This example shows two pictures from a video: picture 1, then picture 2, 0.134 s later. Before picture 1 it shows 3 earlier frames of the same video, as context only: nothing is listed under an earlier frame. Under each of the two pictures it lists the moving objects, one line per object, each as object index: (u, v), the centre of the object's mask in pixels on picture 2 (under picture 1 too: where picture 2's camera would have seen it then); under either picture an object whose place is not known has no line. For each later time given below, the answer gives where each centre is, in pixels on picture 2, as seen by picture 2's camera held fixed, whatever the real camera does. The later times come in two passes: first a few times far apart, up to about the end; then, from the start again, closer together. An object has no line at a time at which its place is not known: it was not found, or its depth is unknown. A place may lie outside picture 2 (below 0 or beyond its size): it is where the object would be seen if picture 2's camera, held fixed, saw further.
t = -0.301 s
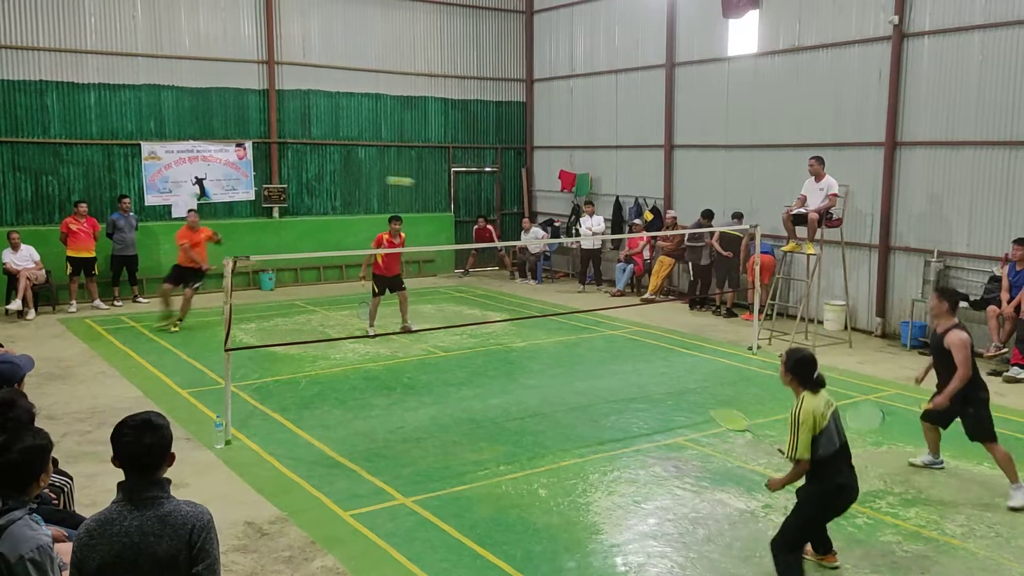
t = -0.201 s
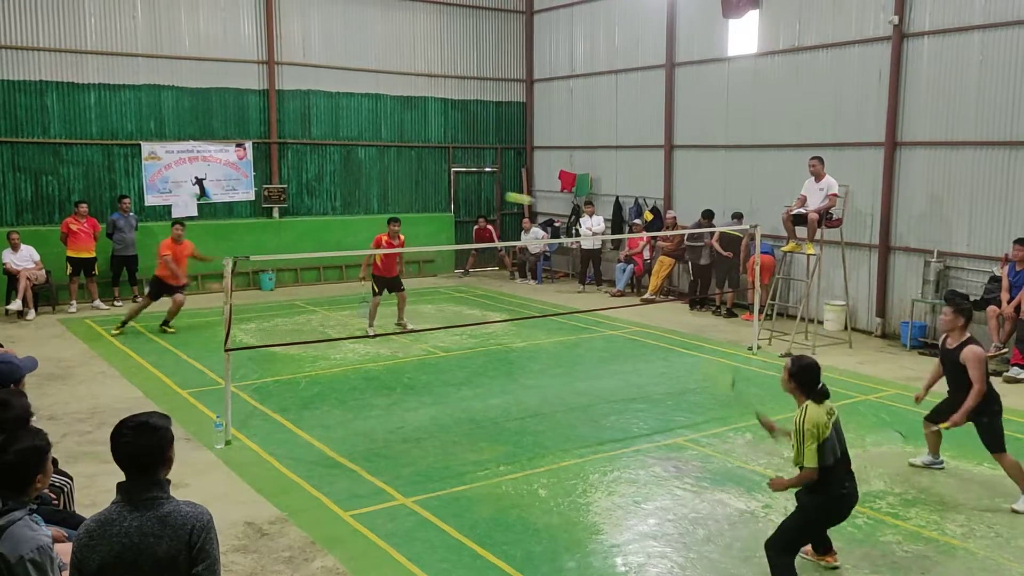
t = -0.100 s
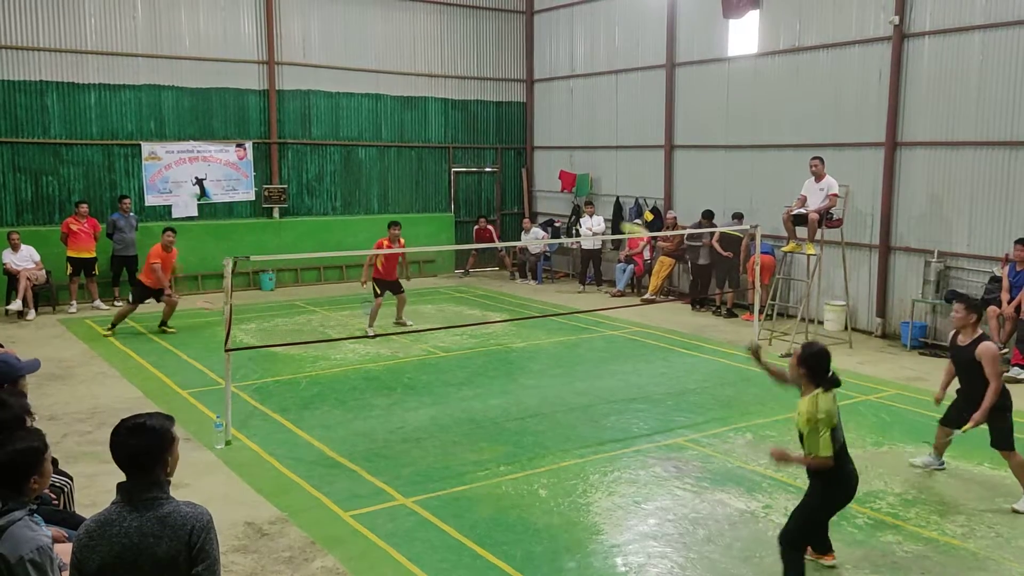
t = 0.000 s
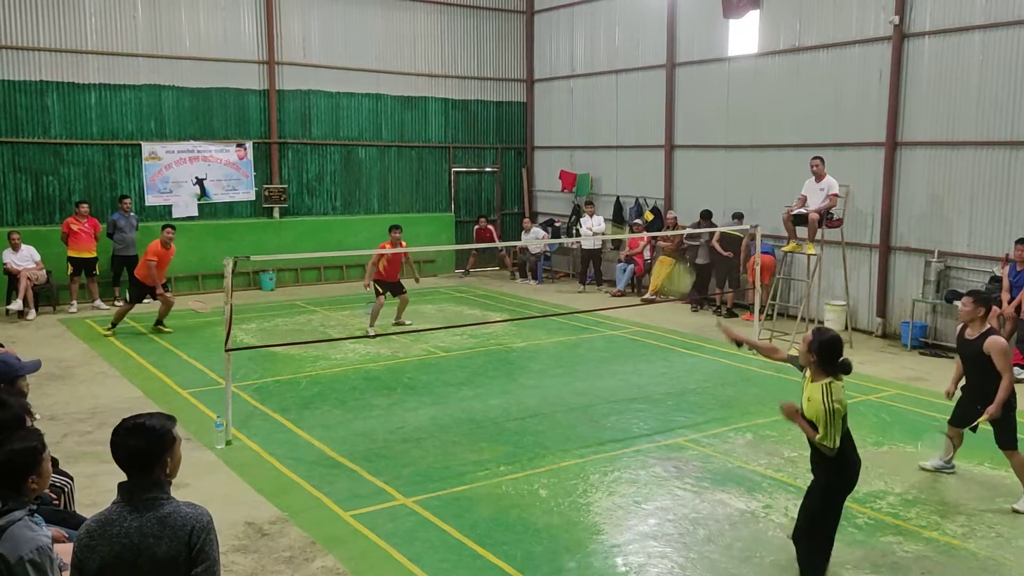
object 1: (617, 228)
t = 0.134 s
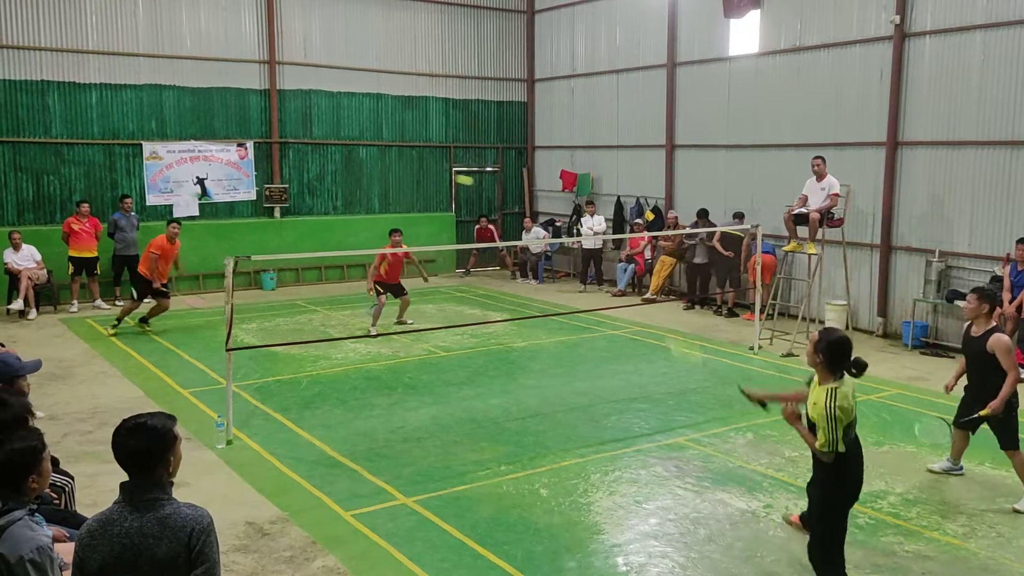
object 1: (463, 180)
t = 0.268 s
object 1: (398, 175)
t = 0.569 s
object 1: (332, 215)
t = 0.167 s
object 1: (443, 176)
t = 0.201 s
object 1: (425, 174)
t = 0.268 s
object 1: (398, 175)
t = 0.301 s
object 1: (387, 177)
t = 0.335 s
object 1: (377, 180)
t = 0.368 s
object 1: (368, 183)
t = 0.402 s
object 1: (361, 187)
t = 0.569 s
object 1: (332, 215)
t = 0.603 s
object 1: (327, 223)
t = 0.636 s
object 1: (327, 226)
